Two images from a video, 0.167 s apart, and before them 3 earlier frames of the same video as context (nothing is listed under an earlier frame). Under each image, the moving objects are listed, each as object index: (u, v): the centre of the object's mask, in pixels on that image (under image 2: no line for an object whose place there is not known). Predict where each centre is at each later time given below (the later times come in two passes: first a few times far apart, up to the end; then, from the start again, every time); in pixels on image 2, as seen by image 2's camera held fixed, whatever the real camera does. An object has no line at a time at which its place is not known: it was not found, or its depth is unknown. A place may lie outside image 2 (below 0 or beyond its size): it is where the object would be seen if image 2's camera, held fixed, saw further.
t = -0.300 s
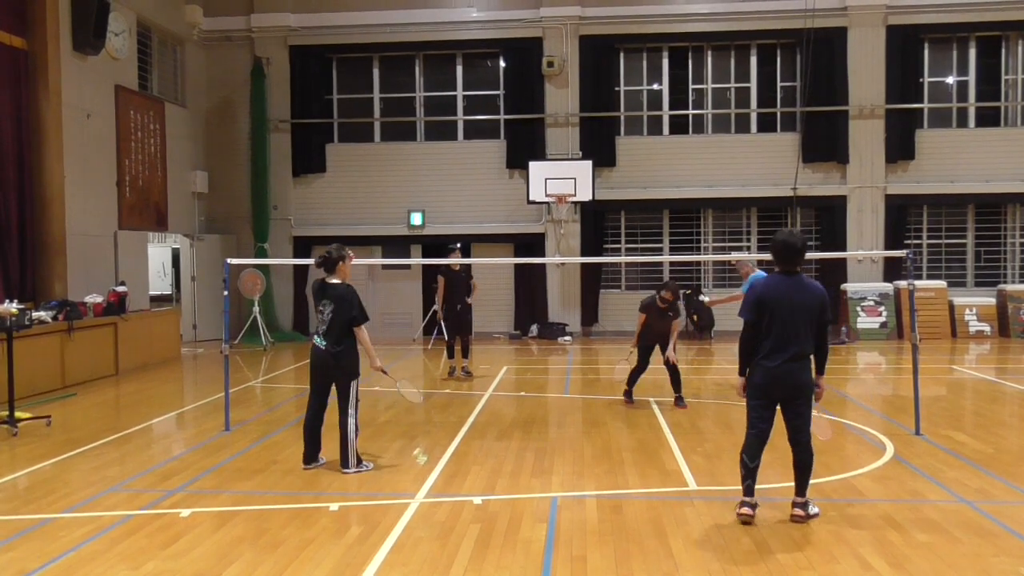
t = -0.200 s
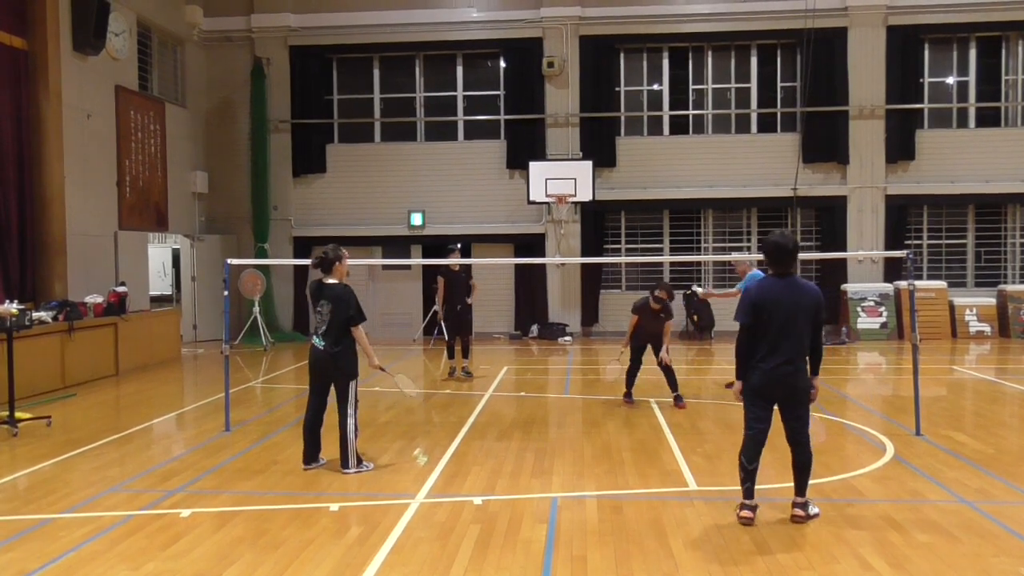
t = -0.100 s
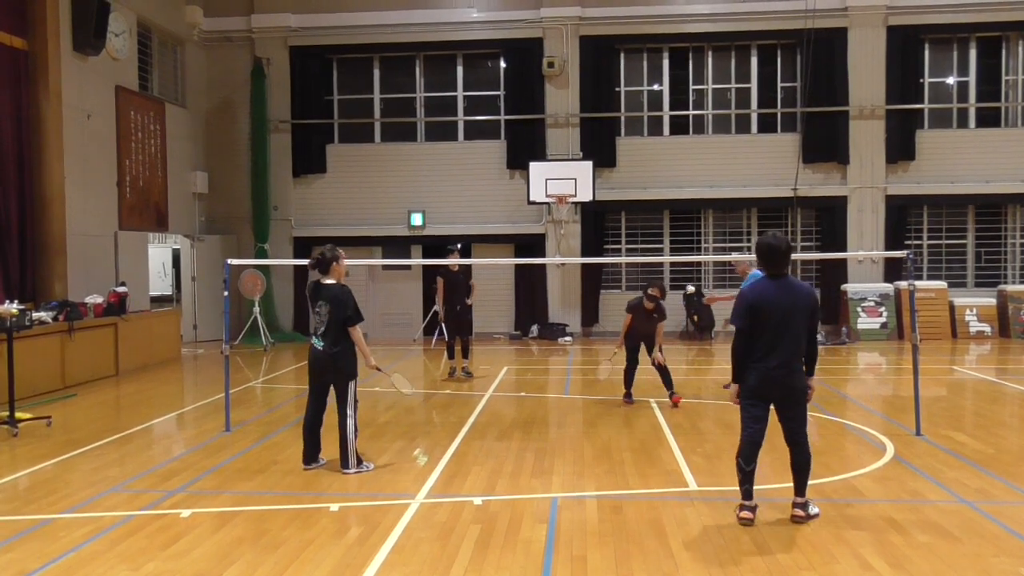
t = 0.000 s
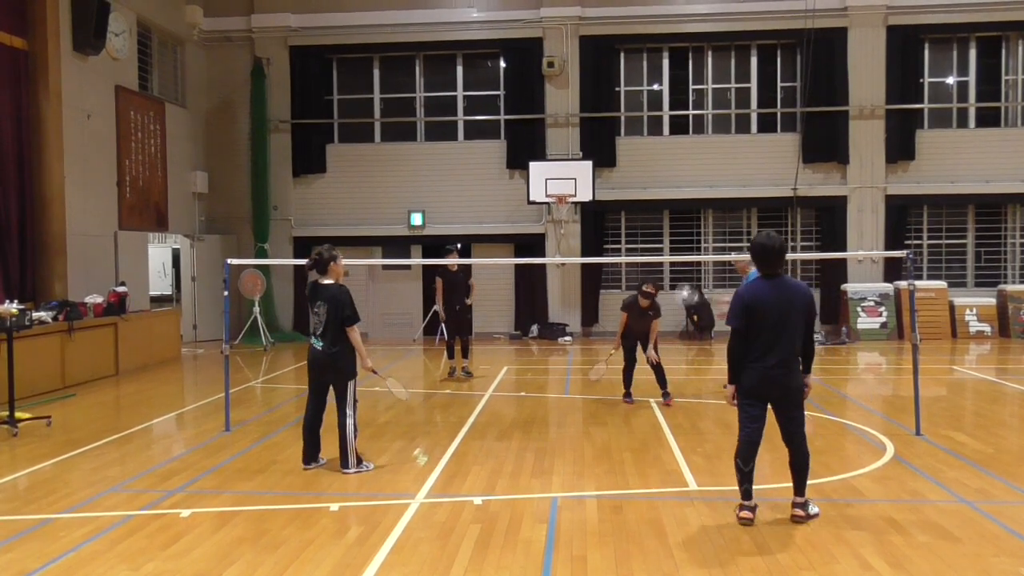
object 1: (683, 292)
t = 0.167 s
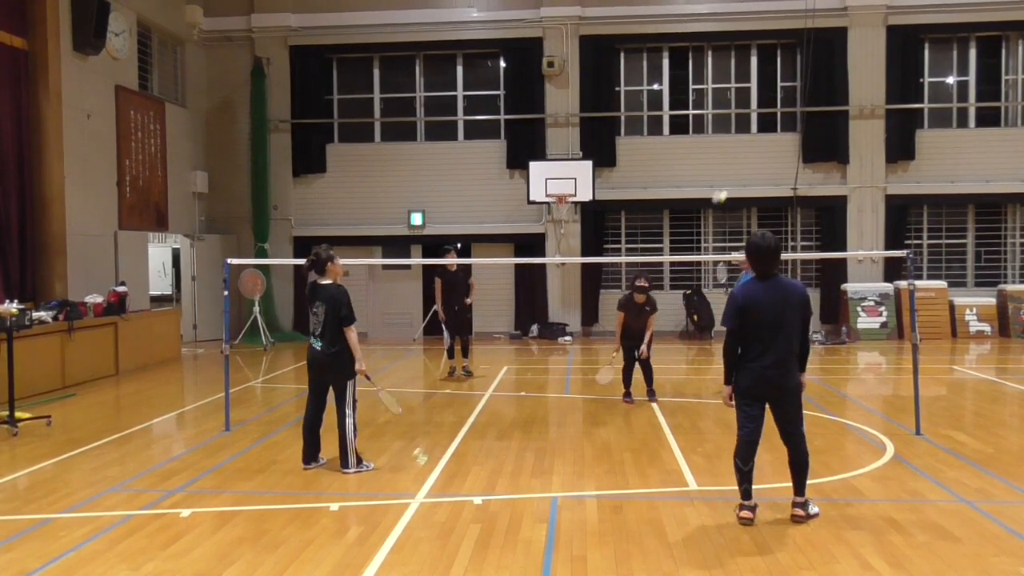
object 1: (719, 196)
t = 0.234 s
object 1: (735, 167)
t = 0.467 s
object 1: (786, 108)
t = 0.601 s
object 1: (815, 106)
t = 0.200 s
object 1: (727, 180)
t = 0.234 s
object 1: (735, 167)
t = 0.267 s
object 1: (743, 155)
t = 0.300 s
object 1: (750, 145)
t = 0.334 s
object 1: (758, 136)
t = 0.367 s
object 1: (765, 128)
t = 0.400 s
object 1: (772, 120)
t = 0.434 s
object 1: (779, 114)
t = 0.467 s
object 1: (786, 108)
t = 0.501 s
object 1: (793, 105)
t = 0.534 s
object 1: (801, 103)
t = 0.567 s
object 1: (808, 103)
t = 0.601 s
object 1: (815, 106)
